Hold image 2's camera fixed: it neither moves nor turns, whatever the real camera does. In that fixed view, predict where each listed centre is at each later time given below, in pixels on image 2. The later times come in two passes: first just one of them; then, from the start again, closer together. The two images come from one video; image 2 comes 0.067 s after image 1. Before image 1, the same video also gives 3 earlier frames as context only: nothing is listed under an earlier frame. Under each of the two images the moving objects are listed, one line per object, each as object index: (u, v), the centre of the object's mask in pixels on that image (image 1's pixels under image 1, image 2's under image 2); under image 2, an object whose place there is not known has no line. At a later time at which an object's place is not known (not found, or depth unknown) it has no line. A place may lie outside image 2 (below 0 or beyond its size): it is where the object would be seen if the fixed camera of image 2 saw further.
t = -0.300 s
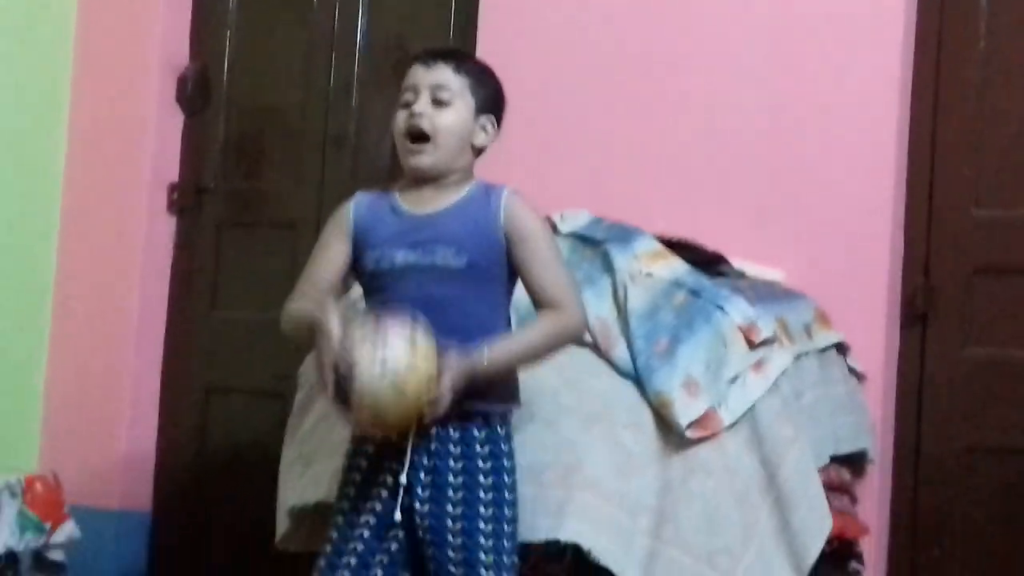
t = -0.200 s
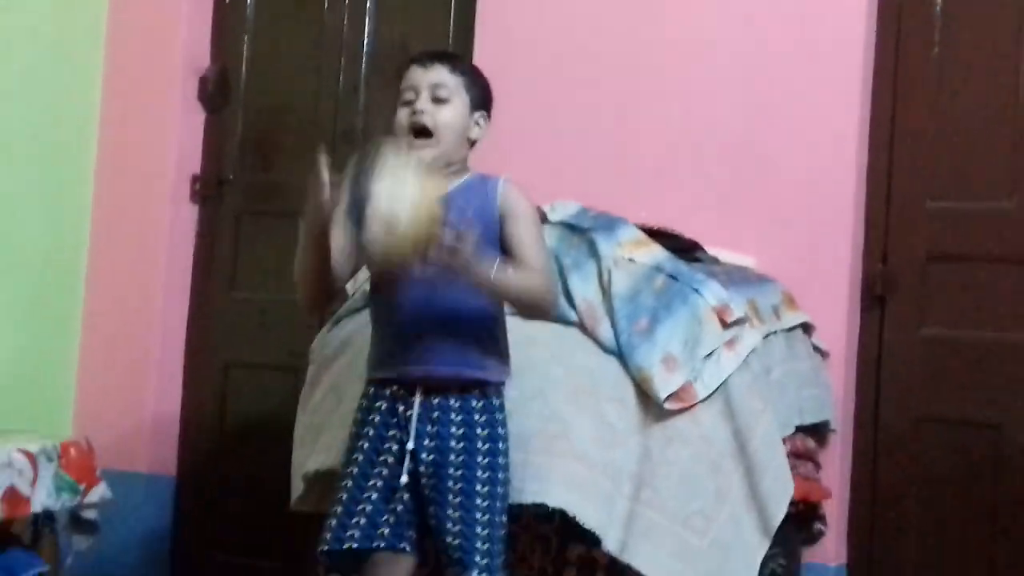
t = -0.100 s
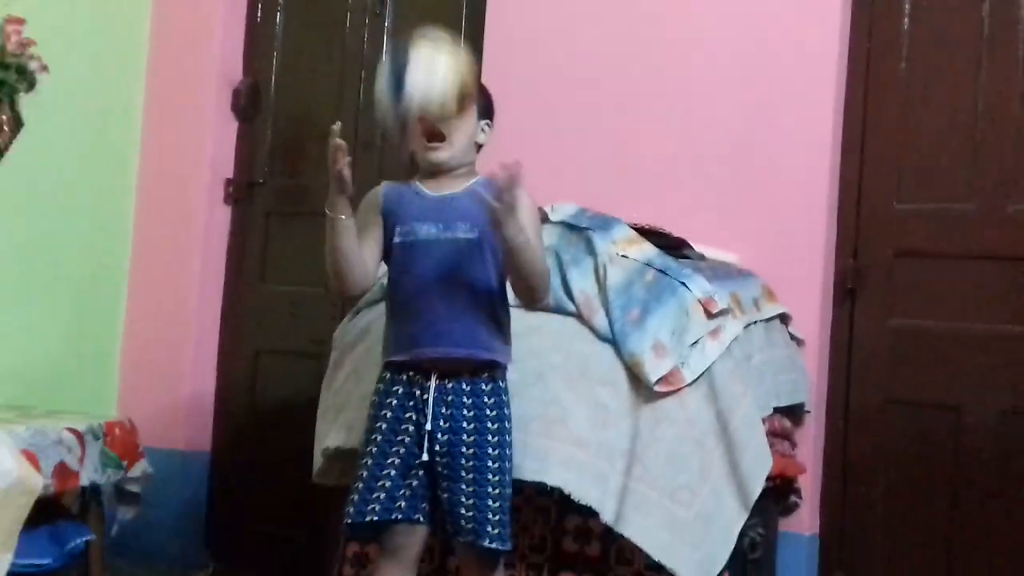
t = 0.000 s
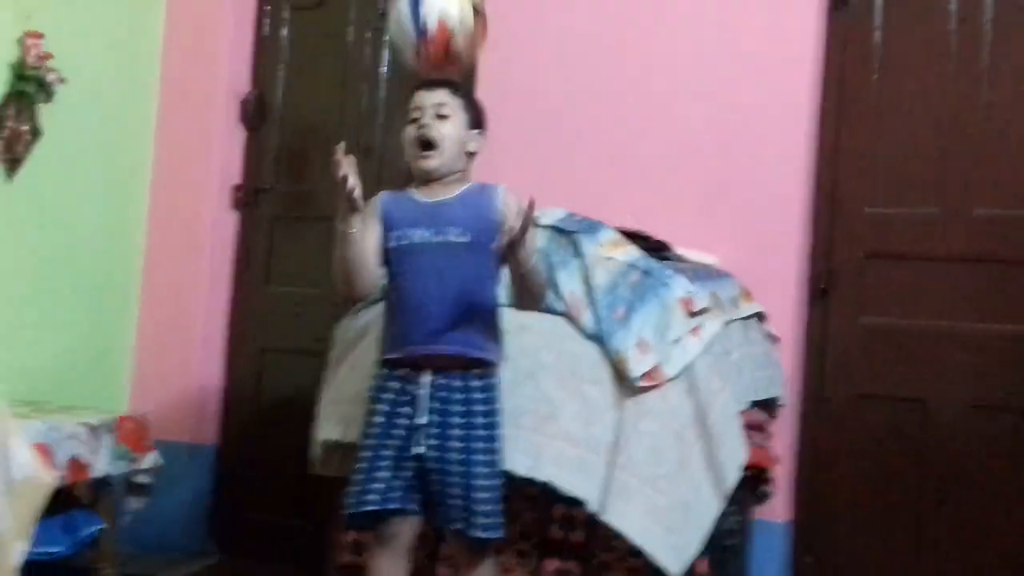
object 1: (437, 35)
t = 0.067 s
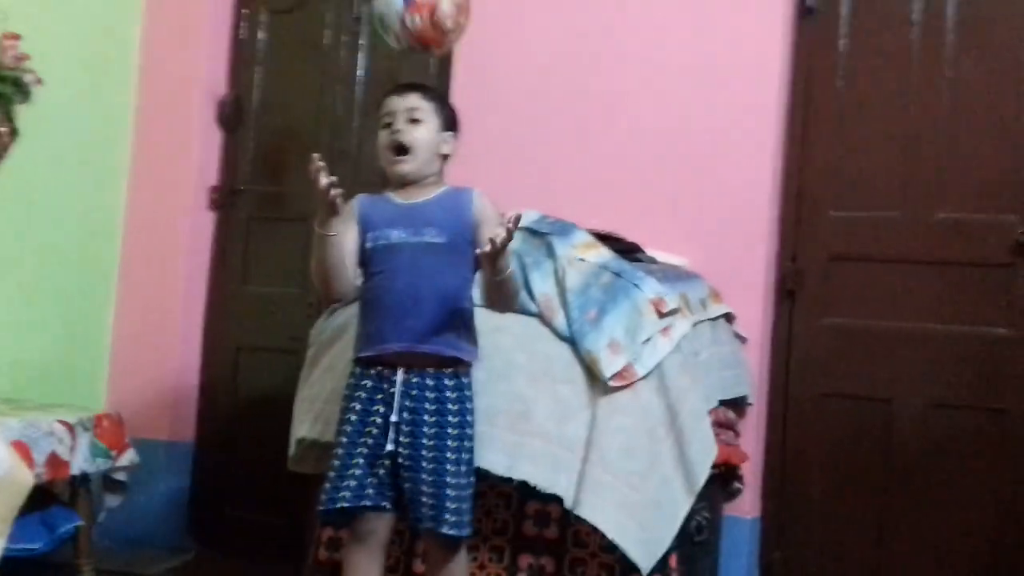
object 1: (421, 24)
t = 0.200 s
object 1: (428, 34)
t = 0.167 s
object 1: (428, 25)
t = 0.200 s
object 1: (428, 34)
